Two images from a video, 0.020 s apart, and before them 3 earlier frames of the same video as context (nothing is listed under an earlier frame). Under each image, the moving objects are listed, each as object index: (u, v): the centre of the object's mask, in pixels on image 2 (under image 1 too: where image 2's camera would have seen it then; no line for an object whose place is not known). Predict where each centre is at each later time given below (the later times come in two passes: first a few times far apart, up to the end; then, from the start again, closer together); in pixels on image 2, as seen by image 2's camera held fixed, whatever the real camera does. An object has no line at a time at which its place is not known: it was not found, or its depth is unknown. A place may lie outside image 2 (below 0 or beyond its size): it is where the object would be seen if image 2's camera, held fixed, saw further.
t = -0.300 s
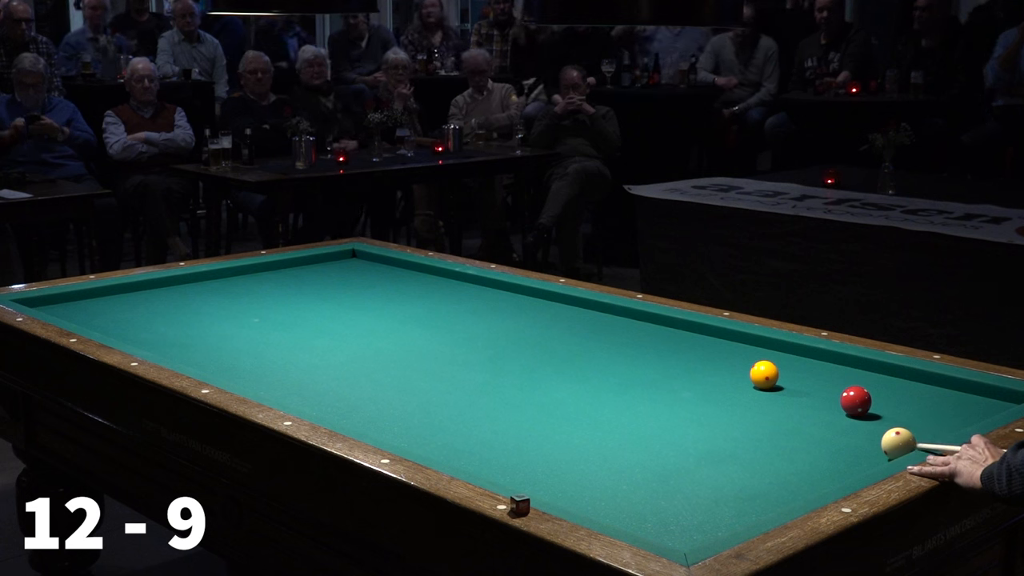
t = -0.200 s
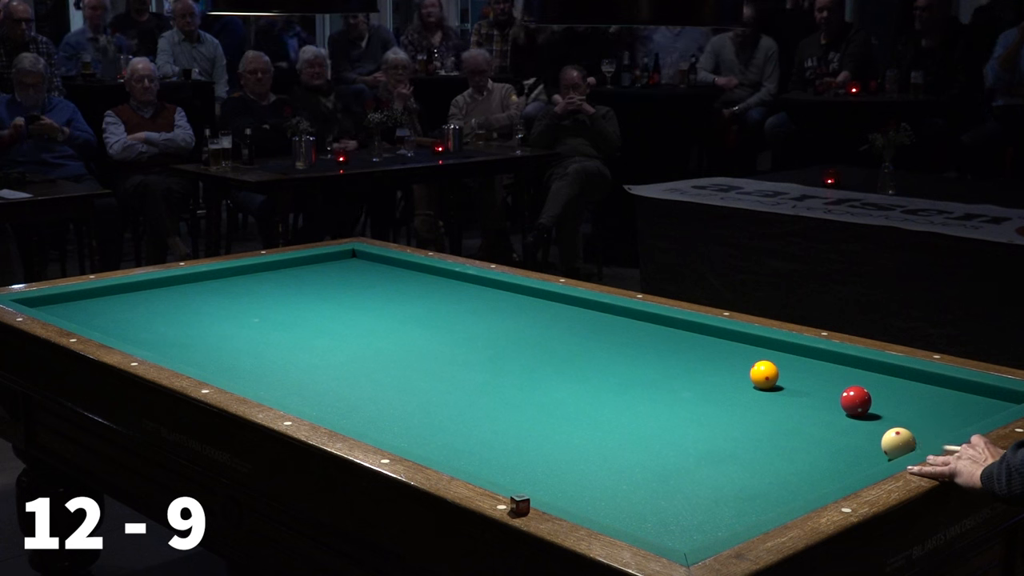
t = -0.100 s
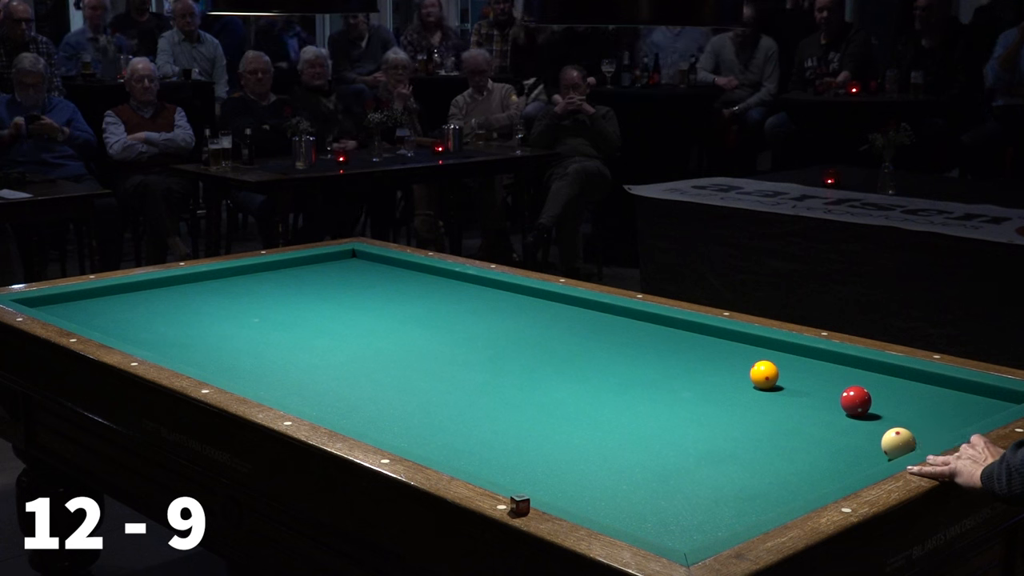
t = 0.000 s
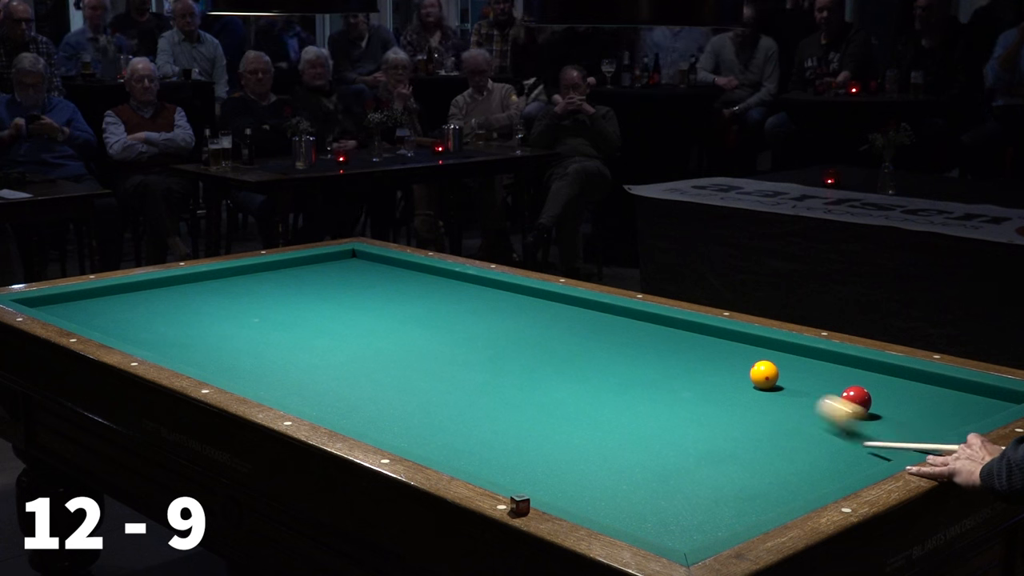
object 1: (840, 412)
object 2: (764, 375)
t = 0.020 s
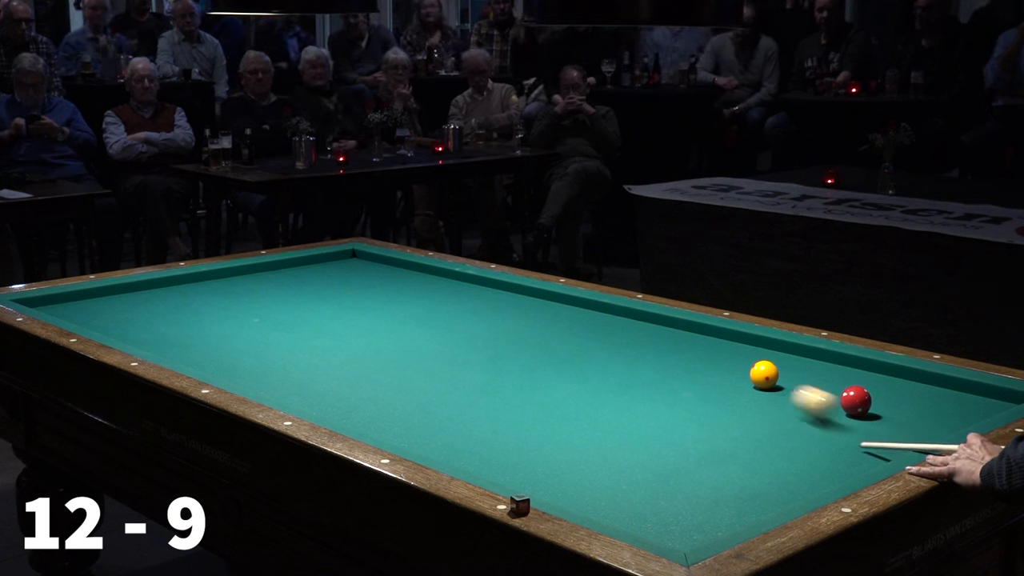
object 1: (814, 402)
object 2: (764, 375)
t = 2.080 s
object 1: (861, 375)
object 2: (580, 376)
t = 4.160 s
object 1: (666, 348)
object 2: (639, 349)
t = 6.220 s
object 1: (437, 307)
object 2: (514, 373)
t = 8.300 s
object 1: (303, 284)
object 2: (453, 383)
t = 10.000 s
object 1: (245, 274)
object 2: (452, 383)
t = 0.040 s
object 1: (790, 393)
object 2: (763, 374)
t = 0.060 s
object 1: (766, 384)
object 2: (763, 368)
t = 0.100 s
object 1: (710, 373)
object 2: (775, 367)
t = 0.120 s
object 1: (681, 368)
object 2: (782, 362)
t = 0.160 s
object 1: (626, 362)
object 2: (796, 354)
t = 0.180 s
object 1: (599, 358)
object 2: (802, 350)
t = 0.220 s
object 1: (549, 352)
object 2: (788, 353)
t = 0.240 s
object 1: (525, 348)
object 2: (778, 354)
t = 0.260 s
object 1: (502, 345)
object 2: (770, 356)
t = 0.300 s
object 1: (458, 338)
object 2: (752, 360)
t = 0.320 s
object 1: (437, 335)
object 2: (744, 362)
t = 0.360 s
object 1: (397, 329)
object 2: (728, 365)
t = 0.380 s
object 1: (377, 327)
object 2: (721, 367)
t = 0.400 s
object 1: (358, 324)
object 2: (713, 368)
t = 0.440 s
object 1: (323, 319)
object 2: (698, 371)
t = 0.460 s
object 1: (305, 316)
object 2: (690, 373)
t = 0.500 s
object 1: (271, 311)
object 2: (674, 376)
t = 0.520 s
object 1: (254, 309)
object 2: (667, 378)
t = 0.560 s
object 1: (222, 304)
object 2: (651, 381)
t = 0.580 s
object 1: (206, 302)
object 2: (643, 383)
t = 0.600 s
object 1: (191, 299)
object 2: (635, 385)
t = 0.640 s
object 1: (161, 295)
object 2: (618, 388)
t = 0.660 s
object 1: (146, 293)
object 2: (610, 390)
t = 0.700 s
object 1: (117, 289)
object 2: (593, 393)
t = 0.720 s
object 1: (109, 290)
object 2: (585, 395)
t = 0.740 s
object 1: (106, 294)
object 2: (576, 397)
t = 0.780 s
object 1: (101, 303)
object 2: (558, 400)
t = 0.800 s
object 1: (97, 307)
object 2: (550, 403)
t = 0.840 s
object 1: (91, 315)
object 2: (532, 406)
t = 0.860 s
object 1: (88, 318)
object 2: (523, 408)
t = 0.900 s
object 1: (95, 322)
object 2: (505, 412)
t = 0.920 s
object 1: (110, 325)
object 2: (495, 414)
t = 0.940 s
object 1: (124, 327)
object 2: (486, 415)
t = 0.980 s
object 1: (152, 329)
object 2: (467, 419)
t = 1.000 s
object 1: (166, 330)
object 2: (457, 421)
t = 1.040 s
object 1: (193, 331)
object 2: (438, 426)
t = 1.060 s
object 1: (206, 332)
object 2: (428, 428)
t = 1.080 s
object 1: (219, 333)
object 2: (418, 430)
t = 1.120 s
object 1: (243, 335)
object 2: (399, 431)
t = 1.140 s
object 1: (255, 335)
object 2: (390, 431)
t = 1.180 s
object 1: (279, 337)
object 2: (398, 431)
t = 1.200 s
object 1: (290, 338)
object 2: (404, 430)
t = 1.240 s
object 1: (314, 339)
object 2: (416, 428)
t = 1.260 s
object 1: (327, 341)
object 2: (421, 426)
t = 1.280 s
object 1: (338, 341)
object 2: (426, 425)
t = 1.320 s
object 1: (363, 343)
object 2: (435, 422)
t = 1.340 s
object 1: (375, 344)
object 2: (439, 421)
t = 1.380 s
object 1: (400, 345)
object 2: (448, 418)
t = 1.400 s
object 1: (412, 346)
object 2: (452, 416)
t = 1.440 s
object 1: (436, 347)
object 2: (461, 413)
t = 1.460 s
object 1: (449, 348)
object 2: (465, 412)
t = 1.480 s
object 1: (461, 349)
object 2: (469, 411)
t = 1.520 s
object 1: (487, 351)
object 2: (477, 408)
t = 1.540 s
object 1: (499, 352)
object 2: (482, 407)
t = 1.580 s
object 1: (525, 353)
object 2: (489, 404)
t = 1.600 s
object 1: (538, 354)
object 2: (494, 403)
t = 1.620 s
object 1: (551, 355)
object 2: (498, 402)
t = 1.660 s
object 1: (576, 357)
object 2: (505, 399)
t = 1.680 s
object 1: (589, 358)
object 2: (509, 398)
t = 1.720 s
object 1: (616, 359)
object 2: (517, 396)
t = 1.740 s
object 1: (629, 360)
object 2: (521, 394)
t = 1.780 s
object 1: (655, 362)
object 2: (528, 392)
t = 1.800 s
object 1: (668, 363)
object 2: (532, 391)
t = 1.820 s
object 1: (682, 364)
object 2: (535, 390)
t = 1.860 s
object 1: (709, 365)
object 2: (542, 387)
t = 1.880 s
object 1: (722, 366)
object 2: (546, 386)
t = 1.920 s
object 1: (750, 369)
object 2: (553, 384)
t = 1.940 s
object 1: (763, 369)
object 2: (556, 383)
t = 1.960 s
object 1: (778, 370)
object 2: (560, 382)
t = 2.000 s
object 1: (805, 372)
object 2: (567, 380)
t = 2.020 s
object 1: (818, 372)
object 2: (570, 379)
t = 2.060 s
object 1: (845, 373)
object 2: (576, 377)
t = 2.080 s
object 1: (861, 375)
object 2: (580, 376)
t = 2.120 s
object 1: (889, 377)
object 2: (586, 374)
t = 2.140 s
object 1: (903, 378)
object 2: (589, 373)
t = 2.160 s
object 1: (918, 379)
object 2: (593, 372)
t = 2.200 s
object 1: (947, 382)
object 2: (599, 371)
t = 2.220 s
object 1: (953, 384)
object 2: (602, 369)
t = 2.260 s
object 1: (963, 389)
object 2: (608, 368)
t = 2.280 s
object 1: (968, 392)
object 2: (611, 367)
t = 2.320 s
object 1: (979, 397)
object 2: (617, 365)
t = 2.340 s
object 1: (985, 400)
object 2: (620, 364)
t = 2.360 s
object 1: (991, 401)
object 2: (623, 363)
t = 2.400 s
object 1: (999, 403)
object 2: (629, 361)
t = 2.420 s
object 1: (993, 402)
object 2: (632, 360)
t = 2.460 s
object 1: (982, 402)
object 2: (637, 358)
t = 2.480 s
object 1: (976, 401)
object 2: (640, 357)
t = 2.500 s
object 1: (971, 401)
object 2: (643, 356)
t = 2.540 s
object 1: (962, 399)
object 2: (648, 355)
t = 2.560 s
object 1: (957, 398)
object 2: (651, 354)
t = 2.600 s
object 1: (949, 397)
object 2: (656, 352)
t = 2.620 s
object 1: (944, 396)
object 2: (659, 352)
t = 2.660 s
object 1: (935, 394)
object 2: (665, 350)
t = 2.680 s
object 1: (931, 394)
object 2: (667, 349)
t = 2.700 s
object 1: (927, 393)
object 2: (670, 348)
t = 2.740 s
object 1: (918, 392)
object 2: (675, 347)
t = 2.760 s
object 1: (913, 391)
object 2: (677, 346)
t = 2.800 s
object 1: (905, 389)
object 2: (682, 344)
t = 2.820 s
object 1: (901, 388)
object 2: (685, 343)
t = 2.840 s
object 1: (897, 388)
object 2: (687, 343)
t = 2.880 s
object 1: (888, 386)
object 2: (692, 341)
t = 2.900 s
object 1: (884, 386)
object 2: (695, 340)
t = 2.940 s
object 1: (877, 384)
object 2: (700, 339)
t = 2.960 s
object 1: (873, 382)
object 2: (702, 338)
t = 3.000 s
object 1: (865, 380)
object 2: (707, 336)
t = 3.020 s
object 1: (861, 378)
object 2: (709, 336)
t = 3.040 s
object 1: (856, 378)
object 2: (711, 335)
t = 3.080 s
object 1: (848, 377)
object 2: (716, 333)
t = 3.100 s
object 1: (844, 377)
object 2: (718, 333)
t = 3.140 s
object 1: (836, 377)
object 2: (717, 333)
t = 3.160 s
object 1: (833, 377)
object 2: (715, 333)
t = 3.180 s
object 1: (829, 376)
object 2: (713, 334)
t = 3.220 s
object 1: (821, 375)
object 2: (710, 334)
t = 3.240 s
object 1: (818, 374)
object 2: (708, 334)
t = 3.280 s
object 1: (810, 373)
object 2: (705, 335)
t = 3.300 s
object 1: (806, 373)
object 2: (703, 336)
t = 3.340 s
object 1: (799, 371)
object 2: (701, 336)
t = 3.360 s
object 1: (796, 371)
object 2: (699, 337)
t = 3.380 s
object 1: (792, 370)
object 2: (698, 337)
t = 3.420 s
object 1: (785, 369)
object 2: (695, 338)
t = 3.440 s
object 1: (782, 368)
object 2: (693, 338)
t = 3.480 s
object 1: (774, 367)
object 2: (690, 339)
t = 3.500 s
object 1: (771, 367)
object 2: (688, 339)
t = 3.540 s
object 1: (764, 365)
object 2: (685, 340)
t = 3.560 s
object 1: (760, 365)
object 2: (684, 340)
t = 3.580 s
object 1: (757, 364)
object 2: (682, 340)
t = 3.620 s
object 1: (750, 363)
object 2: (679, 341)
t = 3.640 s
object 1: (747, 362)
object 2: (678, 341)
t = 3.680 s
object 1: (740, 361)
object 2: (675, 342)
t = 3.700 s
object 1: (737, 360)
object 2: (673, 342)
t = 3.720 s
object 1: (734, 360)
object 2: (672, 342)
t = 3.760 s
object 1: (727, 359)
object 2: (669, 343)
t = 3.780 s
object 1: (724, 358)
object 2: (667, 343)
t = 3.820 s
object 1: (718, 357)
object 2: (664, 344)
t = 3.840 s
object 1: (715, 357)
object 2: (663, 344)
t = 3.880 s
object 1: (708, 356)
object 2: (660, 345)
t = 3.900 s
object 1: (705, 355)
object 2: (658, 346)
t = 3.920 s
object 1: (702, 354)
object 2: (657, 346)
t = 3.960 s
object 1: (696, 353)
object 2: (654, 346)
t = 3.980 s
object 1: (693, 353)
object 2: (652, 346)
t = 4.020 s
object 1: (687, 352)
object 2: (649, 347)
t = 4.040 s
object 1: (684, 351)
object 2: (648, 347)
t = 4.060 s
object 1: (681, 350)
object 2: (646, 347)
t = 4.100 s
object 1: (675, 350)
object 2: (644, 348)
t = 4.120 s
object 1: (672, 349)
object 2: (642, 348)
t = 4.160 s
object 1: (666, 348)
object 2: (639, 349)
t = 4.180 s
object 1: (664, 348)
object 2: (638, 349)
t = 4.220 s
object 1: (658, 347)
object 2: (635, 350)
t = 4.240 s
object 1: (656, 346)
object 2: (633, 350)
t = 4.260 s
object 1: (653, 345)
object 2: (632, 350)
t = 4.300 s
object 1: (648, 344)
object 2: (629, 351)
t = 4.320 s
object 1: (646, 343)
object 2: (627, 351)
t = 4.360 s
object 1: (641, 342)
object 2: (625, 352)
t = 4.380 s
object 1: (638, 340)
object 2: (623, 352)
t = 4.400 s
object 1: (636, 340)
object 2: (622, 352)
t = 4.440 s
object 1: (630, 338)
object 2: (619, 353)
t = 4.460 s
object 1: (626, 337)
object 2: (618, 353)
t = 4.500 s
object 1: (620, 336)
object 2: (615, 354)
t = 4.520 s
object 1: (617, 335)
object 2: (614, 354)
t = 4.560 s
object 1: (611, 335)
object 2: (611, 354)
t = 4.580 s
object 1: (608, 335)
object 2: (610, 355)
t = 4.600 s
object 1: (606, 334)
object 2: (609, 355)
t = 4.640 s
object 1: (601, 334)
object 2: (606, 356)
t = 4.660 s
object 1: (598, 334)
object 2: (604, 356)
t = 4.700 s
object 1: (593, 334)
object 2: (602, 356)
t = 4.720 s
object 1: (591, 333)
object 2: (601, 357)
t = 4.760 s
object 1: (586, 334)
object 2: (598, 357)
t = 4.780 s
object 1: (584, 333)
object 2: (597, 358)
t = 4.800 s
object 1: (581, 333)
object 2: (595, 358)
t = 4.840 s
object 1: (577, 333)
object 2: (593, 359)
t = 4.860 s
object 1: (574, 332)
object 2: (591, 359)
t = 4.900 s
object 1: (570, 331)
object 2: (589, 359)
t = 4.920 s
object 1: (567, 330)
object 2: (587, 359)
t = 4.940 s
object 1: (565, 330)
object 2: (586, 360)
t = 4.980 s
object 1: (560, 329)
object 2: (584, 360)
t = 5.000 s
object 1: (558, 329)
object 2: (582, 361)
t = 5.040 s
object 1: (553, 328)
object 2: (580, 361)
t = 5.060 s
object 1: (551, 328)
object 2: (578, 361)
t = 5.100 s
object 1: (546, 327)
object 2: (576, 362)
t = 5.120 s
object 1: (544, 327)
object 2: (575, 362)
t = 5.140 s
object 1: (542, 326)
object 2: (573, 362)
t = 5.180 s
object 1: (537, 325)
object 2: (571, 363)
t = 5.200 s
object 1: (535, 325)
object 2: (570, 363)
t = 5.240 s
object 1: (531, 324)
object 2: (567, 363)
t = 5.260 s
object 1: (529, 324)
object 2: (566, 363)
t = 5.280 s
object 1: (527, 323)
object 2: (565, 364)
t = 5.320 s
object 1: (522, 323)
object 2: (562, 364)
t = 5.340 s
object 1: (520, 322)
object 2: (561, 364)
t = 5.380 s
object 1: (516, 321)
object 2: (559, 365)
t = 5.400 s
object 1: (514, 321)
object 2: (558, 365)
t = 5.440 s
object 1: (510, 320)
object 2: (556, 365)
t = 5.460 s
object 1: (508, 320)
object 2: (554, 366)
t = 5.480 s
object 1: (505, 320)
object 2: (553, 366)
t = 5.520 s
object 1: (501, 319)
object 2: (551, 366)
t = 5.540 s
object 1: (499, 319)
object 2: (550, 366)
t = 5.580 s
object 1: (495, 318)
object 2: (547, 367)
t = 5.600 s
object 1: (493, 317)
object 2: (546, 367)
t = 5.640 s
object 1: (489, 317)
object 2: (544, 368)
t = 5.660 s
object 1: (487, 316)
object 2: (543, 368)
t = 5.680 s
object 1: (485, 316)
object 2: (542, 368)
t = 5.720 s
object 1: (481, 315)
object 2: (540, 369)
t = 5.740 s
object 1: (480, 315)
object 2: (538, 369)
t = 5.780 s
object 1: (476, 315)
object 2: (536, 369)
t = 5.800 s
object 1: (474, 314)
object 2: (535, 370)
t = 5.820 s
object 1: (472, 314)
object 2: (534, 369)
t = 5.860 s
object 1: (468, 313)
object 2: (532, 370)
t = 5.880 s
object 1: (466, 313)
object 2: (531, 370)
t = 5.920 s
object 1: (463, 312)
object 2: (529, 371)
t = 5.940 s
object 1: (461, 312)
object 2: (528, 371)
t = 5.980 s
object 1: (457, 311)
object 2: (525, 371)
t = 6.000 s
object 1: (456, 311)
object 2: (524, 371)
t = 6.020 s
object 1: (454, 311)
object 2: (524, 371)
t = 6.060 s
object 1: (450, 310)
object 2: (522, 371)
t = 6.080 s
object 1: (449, 309)
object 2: (521, 372)
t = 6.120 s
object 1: (445, 309)
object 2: (519, 372)
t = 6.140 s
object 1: (443, 309)
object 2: (518, 372)
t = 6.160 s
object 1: (442, 308)
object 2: (517, 373)
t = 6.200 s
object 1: (438, 307)
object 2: (515, 373)
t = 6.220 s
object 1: (437, 307)
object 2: (514, 373)
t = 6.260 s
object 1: (433, 307)
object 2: (512, 374)
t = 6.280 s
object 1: (431, 306)
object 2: (511, 374)
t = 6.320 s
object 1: (428, 306)
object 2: (509, 374)
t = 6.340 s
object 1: (427, 306)
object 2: (508, 374)
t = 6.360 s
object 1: (425, 306)
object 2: (507, 374)
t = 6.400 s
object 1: (421, 305)
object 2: (506, 374)
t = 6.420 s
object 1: (420, 304)
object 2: (505, 374)
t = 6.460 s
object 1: (417, 304)
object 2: (503, 375)
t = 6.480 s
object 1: (415, 304)
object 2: (502, 375)
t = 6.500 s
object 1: (414, 304)
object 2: (501, 375)
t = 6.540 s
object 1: (411, 302)
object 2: (499, 375)
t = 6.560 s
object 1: (409, 302)
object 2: (499, 376)
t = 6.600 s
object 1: (406, 302)
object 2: (497, 376)
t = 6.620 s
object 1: (405, 301)
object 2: (496, 376)
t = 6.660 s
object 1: (402, 301)
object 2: (494, 376)
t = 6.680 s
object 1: (400, 301)
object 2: (494, 376)
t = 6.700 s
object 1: (399, 300)
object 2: (493, 377)
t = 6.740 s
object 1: (396, 300)
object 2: (491, 377)
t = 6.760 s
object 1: (394, 300)
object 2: (490, 377)
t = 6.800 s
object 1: (391, 299)
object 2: (489, 377)
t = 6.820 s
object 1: (390, 299)
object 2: (488, 377)
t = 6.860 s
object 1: (387, 298)
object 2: (487, 378)
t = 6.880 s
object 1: (386, 298)
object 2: (486, 378)
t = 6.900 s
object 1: (385, 298)
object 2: (485, 378)
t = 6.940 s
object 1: (382, 297)
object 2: (484, 378)
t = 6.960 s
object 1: (380, 297)
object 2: (483, 378)
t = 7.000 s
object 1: (377, 297)
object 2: (482, 378)
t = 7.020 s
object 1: (376, 297)
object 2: (481, 379)
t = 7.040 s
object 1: (375, 296)
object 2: (480, 379)
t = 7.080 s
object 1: (372, 296)
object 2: (479, 379)
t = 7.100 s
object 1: (371, 295)
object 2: (478, 379)
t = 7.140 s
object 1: (368, 295)
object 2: (477, 379)
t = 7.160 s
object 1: (367, 295)
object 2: (476, 379)
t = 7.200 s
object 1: (364, 294)
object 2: (475, 379)
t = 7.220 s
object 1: (363, 294)
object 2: (474, 380)
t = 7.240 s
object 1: (362, 294)
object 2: (474, 380)
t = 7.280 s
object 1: (360, 294)
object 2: (473, 380)
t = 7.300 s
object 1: (358, 293)
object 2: (472, 380)
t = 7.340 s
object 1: (356, 293)
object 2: (471, 380)
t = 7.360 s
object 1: (354, 293)
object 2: (470, 380)
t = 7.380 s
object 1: (353, 292)
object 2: (470, 380)
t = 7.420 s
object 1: (350, 292)
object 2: (468, 381)
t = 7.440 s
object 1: (349, 292)
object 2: (468, 381)
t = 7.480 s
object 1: (347, 291)
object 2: (467, 381)
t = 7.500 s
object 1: (346, 291)
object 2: (466, 381)
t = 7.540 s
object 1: (344, 291)
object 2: (466, 381)
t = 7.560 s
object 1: (342, 290)
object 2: (465, 381)
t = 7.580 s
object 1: (341, 290)
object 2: (465, 381)
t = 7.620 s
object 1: (339, 290)
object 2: (464, 381)
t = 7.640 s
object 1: (337, 290)
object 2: (463, 381)
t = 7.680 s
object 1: (335, 289)
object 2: (462, 382)
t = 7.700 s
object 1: (335, 289)
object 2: (462, 382)
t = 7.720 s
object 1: (333, 289)
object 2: (462, 382)
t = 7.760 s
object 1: (331, 288)
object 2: (461, 382)
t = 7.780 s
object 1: (330, 288)
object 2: (460, 382)
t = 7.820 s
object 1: (328, 288)
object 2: (460, 382)
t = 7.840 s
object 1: (326, 288)
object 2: (459, 382)
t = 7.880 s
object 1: (324, 288)
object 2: (459, 382)
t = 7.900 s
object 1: (323, 288)
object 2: (458, 382)
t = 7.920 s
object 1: (322, 287)
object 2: (458, 382)
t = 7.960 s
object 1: (320, 287)
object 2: (457, 382)
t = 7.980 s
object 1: (319, 287)
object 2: (457, 382)
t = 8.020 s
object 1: (317, 287)
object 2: (457, 382)
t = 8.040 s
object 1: (316, 286)
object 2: (456, 382)
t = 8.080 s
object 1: (314, 286)
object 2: (456, 382)
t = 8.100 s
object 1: (313, 285)
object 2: (455, 383)
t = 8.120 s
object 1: (312, 285)
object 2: (455, 382)
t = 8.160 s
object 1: (310, 285)
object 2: (455, 383)
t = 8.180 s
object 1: (309, 285)
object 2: (454, 383)
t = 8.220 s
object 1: (307, 285)
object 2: (454, 383)
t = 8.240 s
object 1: (306, 285)
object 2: (454, 383)
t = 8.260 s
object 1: (305, 284)
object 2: (454, 383)
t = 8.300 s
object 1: (303, 284)
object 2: (453, 383)
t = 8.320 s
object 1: (302, 284)
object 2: (453, 383)
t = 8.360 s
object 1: (300, 284)
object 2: (453, 383)
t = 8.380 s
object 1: (299, 283)
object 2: (453, 383)
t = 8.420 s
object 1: (298, 283)
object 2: (452, 383)
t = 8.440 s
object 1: (297, 283)
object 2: (452, 383)
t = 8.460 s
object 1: (296, 283)
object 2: (452, 383)
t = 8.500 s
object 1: (294, 283)
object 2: (452, 383)
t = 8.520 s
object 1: (294, 282)
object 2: (452, 383)
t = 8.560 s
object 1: (292, 282)
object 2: (452, 383)
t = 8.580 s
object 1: (291, 282)
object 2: (452, 383)
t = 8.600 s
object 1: (290, 282)
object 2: (451, 383)
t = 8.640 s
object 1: (289, 281)
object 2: (451, 383)
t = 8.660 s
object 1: (288, 281)
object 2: (451, 383)
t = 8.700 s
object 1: (286, 281)
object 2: (451, 383)
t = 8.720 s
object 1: (285, 281)
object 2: (451, 383)
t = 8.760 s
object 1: (284, 280)
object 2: (451, 383)
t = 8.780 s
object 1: (283, 280)
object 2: (452, 383)
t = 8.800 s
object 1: (282, 280)
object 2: (452, 383)
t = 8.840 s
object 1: (281, 280)
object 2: (451, 383)
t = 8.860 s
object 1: (280, 279)
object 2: (451, 383)
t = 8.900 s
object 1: (279, 279)
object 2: (452, 383)
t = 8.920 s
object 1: (278, 279)
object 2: (452, 383)
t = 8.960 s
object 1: (276, 279)
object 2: (451, 383)
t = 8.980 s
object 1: (275, 279)
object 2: (451, 383)
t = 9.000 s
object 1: (275, 279)
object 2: (451, 383)
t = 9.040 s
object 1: (273, 278)
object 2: (452, 383)
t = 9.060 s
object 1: (272, 278)
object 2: (452, 383)
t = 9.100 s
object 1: (271, 278)
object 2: (452, 383)
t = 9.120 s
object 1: (270, 278)
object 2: (452, 383)
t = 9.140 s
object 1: (270, 278)
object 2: (452, 383)
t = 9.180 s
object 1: (268, 278)
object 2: (452, 383)
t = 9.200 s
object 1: (268, 278)
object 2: (452, 383)
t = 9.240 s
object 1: (266, 277)
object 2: (452, 383)
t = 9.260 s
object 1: (266, 277)
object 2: (451, 383)
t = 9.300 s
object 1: (264, 277)
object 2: (451, 383)
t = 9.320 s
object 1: (264, 276)
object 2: (451, 383)
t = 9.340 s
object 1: (263, 277)
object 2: (451, 383)
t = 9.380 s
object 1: (262, 277)
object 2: (452, 383)
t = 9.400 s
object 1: (261, 276)
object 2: (452, 383)
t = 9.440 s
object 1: (260, 276)
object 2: (452, 383)
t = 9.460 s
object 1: (260, 276)
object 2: (452, 383)
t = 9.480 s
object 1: (259, 276)
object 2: (452, 383)
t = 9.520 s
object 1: (257, 276)
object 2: (452, 383)
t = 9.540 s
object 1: (257, 276)
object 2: (451, 383)
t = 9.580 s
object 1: (256, 275)
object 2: (452, 383)
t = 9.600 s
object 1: (255, 275)
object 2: (452, 383)
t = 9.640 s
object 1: (254, 275)
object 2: (451, 383)
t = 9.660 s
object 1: (254, 275)
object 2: (451, 383)
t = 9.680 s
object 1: (253, 275)
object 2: (451, 383)
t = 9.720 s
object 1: (252, 275)
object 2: (452, 383)
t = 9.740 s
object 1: (251, 275)
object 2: (451, 383)
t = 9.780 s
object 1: (251, 275)
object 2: (451, 383)
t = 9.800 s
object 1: (250, 274)
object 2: (451, 383)
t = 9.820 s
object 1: (250, 275)
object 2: (452, 383)
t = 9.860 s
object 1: (249, 274)
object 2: (452, 383)
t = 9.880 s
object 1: (248, 274)
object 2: (451, 383)
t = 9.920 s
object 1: (247, 274)
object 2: (452, 383)
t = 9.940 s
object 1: (247, 274)
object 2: (452, 383)
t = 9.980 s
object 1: (246, 274)
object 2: (452, 383)
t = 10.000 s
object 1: (245, 274)
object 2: (452, 383)
